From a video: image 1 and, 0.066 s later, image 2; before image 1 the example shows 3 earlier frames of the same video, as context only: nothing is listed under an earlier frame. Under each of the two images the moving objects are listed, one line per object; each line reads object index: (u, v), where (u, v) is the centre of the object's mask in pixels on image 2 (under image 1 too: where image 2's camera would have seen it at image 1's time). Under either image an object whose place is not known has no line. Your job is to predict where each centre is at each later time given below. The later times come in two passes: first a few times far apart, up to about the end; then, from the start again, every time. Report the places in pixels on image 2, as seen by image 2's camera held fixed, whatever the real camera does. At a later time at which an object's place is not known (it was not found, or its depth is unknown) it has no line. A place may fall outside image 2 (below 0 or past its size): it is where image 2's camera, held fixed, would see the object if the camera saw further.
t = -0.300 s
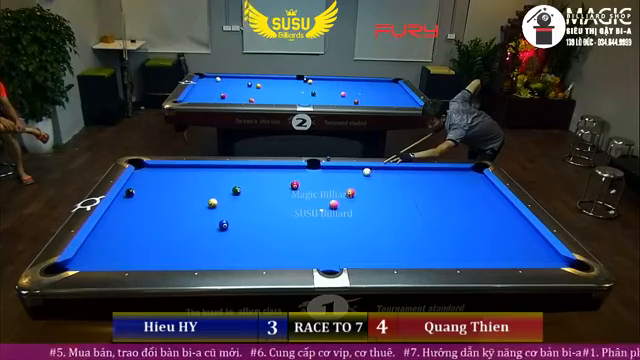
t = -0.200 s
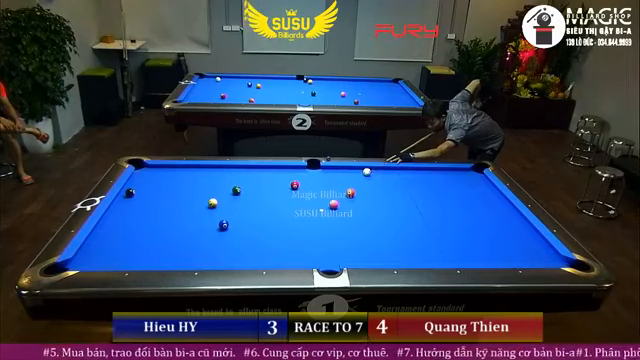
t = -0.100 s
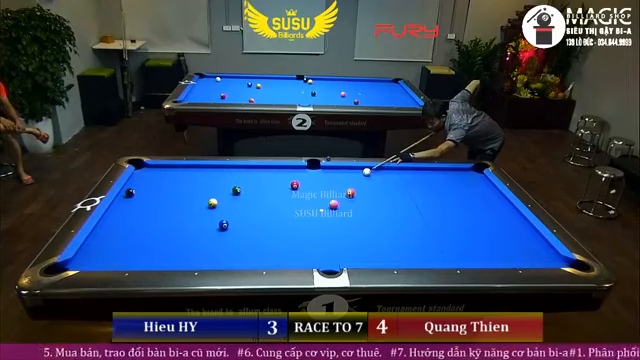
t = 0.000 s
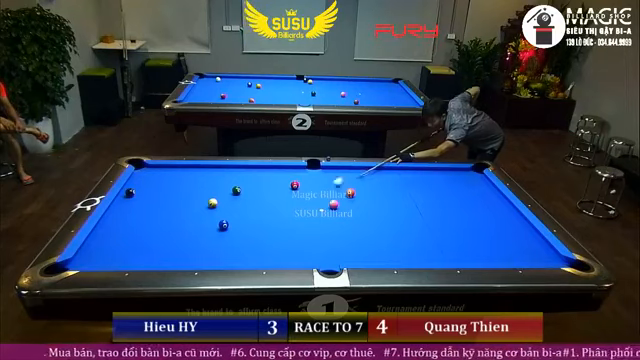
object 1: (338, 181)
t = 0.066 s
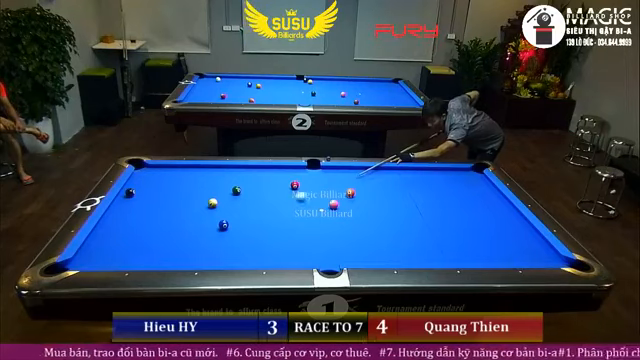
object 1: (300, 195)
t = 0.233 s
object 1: (234, 224)
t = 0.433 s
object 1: (237, 237)
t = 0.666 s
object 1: (240, 254)
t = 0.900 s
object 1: (246, 257)
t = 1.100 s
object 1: (252, 250)
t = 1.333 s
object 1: (259, 243)
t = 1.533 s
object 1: (264, 236)
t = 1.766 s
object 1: (271, 230)
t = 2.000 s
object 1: (276, 224)
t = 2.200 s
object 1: (280, 219)
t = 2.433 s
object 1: (285, 214)
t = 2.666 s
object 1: (289, 209)
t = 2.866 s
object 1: (292, 205)
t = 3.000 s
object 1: (295, 203)
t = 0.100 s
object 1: (281, 203)
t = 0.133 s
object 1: (281, 203)
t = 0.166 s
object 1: (260, 211)
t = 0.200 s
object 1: (238, 220)
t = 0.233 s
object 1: (234, 224)
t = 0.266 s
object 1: (235, 227)
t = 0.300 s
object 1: (236, 230)
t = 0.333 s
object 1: (236, 230)
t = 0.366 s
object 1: (237, 232)
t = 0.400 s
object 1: (237, 235)
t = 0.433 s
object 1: (237, 237)
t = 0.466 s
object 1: (238, 240)
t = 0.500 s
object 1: (238, 243)
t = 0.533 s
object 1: (238, 243)
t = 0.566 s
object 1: (239, 245)
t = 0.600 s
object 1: (239, 248)
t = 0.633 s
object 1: (239, 251)
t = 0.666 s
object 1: (240, 254)
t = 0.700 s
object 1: (241, 256)
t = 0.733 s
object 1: (241, 257)
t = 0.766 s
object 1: (241, 258)
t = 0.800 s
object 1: (242, 260)
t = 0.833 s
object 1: (243, 259)
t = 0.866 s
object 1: (245, 258)
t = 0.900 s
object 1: (246, 257)
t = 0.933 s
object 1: (246, 257)
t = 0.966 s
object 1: (247, 256)
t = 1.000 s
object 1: (249, 254)
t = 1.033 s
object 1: (250, 253)
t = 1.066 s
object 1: (251, 251)
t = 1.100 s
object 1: (252, 250)
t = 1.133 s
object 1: (253, 250)
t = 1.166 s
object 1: (254, 248)
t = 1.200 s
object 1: (255, 247)
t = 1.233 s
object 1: (256, 246)
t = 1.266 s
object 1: (257, 244)
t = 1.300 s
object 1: (259, 243)
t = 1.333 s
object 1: (259, 243)
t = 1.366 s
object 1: (260, 242)
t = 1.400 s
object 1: (261, 240)
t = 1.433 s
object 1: (262, 239)
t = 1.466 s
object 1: (263, 237)
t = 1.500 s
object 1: (264, 236)
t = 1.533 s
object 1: (264, 236)
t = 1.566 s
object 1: (266, 236)
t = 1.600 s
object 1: (266, 234)
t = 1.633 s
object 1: (268, 233)
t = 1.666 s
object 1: (268, 232)
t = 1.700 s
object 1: (270, 230)
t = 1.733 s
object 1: (270, 230)
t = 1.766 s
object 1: (271, 230)
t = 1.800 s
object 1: (272, 229)
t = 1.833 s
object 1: (272, 228)
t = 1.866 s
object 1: (273, 227)
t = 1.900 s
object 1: (274, 226)
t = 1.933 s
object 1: (274, 226)
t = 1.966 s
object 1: (275, 225)
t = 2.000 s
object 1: (276, 224)
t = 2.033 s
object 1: (277, 222)
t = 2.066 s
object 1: (278, 221)
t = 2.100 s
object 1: (279, 221)
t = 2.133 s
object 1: (279, 221)
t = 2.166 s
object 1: (279, 220)
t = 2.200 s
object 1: (280, 219)
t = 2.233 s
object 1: (281, 218)
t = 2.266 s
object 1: (282, 217)
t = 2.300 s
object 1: (283, 216)
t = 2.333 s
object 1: (283, 216)
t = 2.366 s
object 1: (283, 216)
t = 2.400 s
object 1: (284, 215)
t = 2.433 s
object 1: (285, 214)
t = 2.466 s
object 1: (286, 213)
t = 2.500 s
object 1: (287, 212)
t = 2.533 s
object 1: (287, 212)
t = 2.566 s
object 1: (287, 211)
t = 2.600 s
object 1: (288, 210)
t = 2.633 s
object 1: (289, 210)
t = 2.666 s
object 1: (289, 209)
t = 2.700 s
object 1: (290, 209)
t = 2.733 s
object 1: (290, 208)
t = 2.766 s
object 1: (290, 208)
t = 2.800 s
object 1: (291, 207)
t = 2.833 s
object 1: (291, 206)
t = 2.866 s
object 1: (292, 205)
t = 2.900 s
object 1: (293, 204)
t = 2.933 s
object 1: (293, 205)
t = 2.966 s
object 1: (294, 204)
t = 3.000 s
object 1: (295, 203)
